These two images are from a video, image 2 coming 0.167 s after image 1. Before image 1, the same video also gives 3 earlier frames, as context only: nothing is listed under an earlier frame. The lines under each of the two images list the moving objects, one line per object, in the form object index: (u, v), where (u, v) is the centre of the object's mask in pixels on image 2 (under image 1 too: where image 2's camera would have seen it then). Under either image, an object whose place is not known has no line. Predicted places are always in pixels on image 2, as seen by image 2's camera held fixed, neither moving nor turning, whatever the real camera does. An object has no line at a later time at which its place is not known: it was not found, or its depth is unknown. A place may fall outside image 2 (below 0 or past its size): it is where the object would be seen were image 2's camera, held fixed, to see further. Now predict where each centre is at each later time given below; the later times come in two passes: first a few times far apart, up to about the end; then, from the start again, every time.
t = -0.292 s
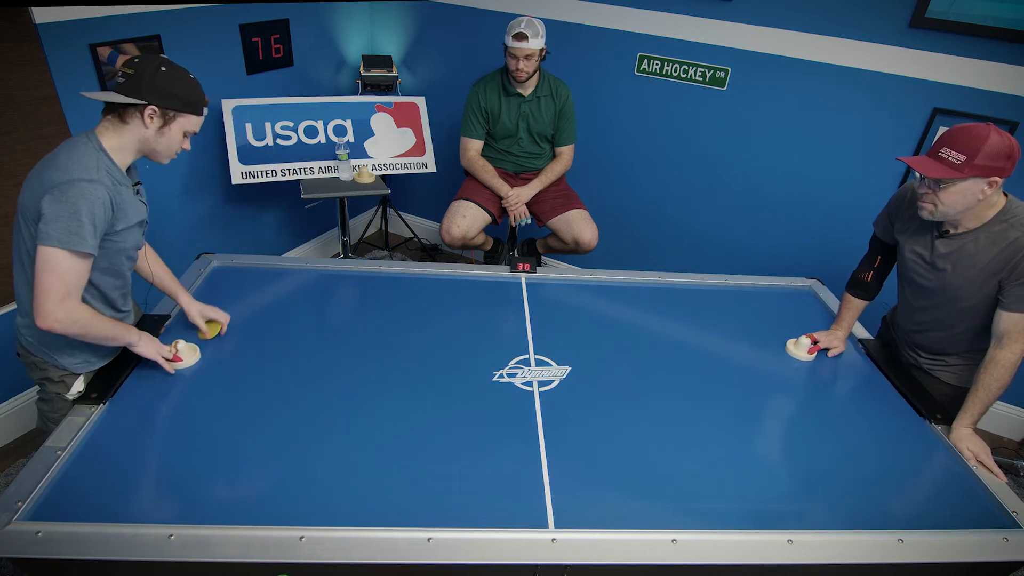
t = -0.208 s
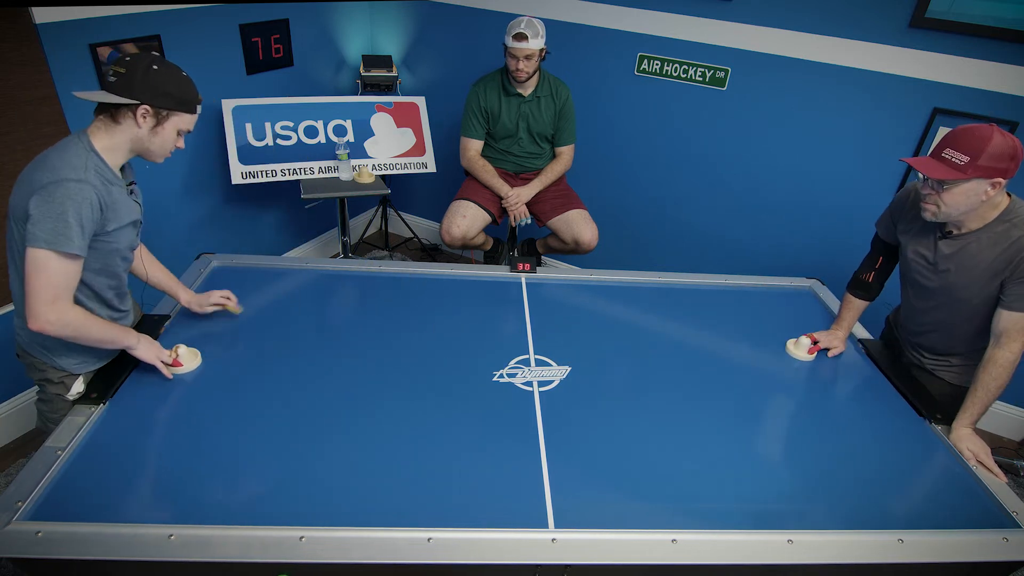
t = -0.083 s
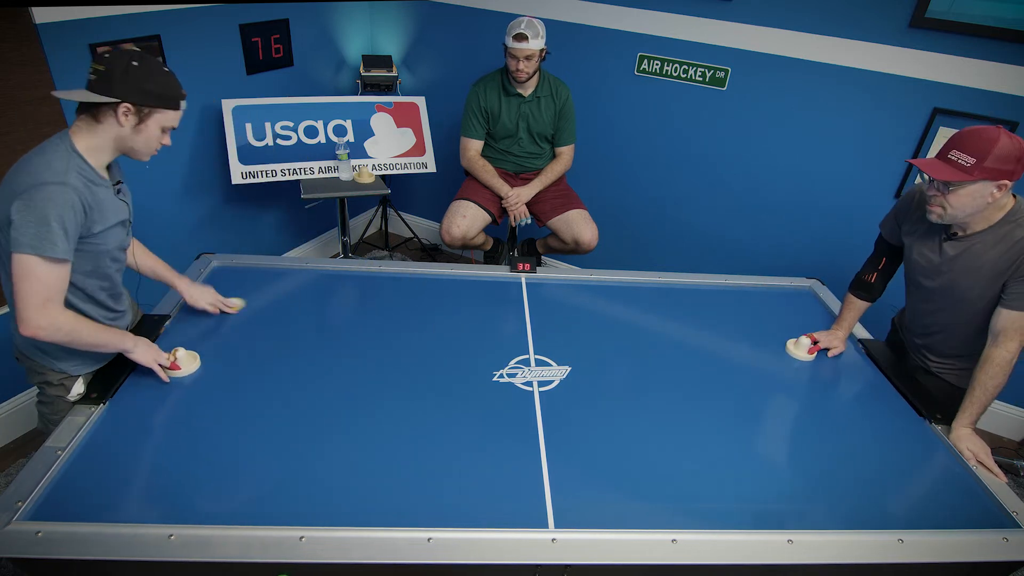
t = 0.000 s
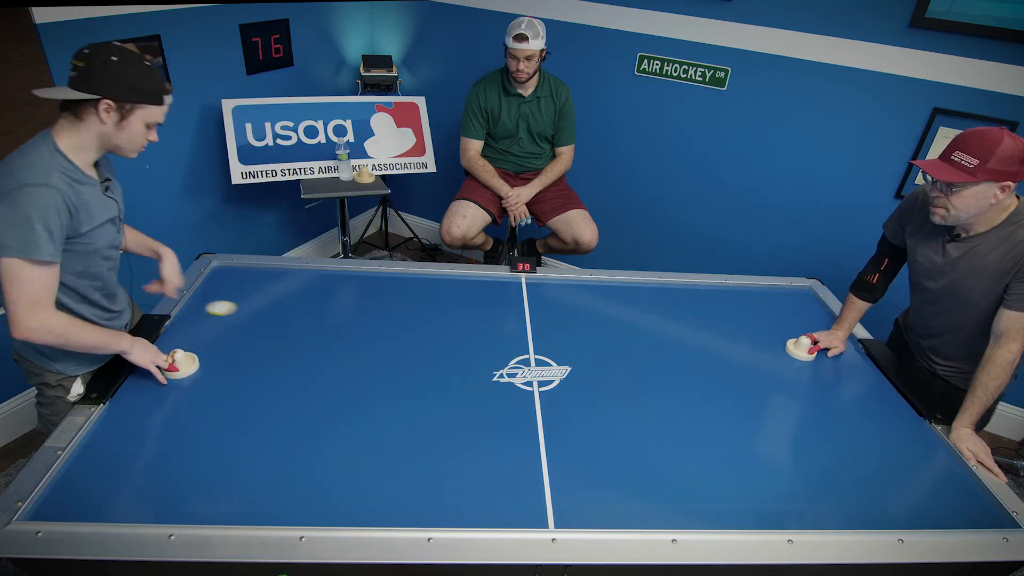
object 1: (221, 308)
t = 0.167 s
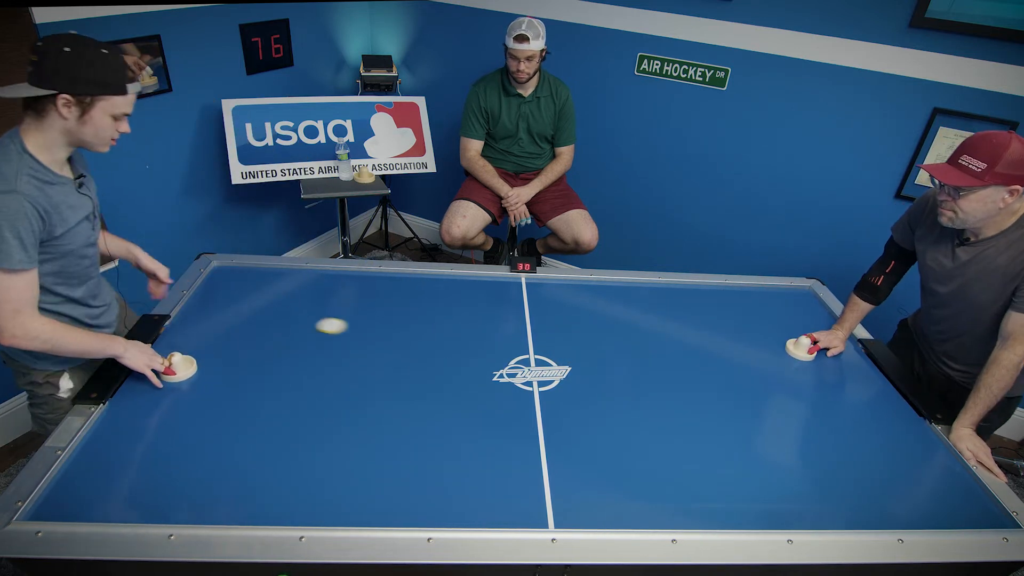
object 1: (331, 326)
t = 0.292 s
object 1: (417, 340)
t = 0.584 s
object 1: (627, 372)
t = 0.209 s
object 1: (360, 331)
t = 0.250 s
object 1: (388, 335)
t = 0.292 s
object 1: (417, 340)
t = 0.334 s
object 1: (446, 344)
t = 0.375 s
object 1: (476, 349)
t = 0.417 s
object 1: (504, 352)
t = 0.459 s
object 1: (535, 357)
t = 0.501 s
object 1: (566, 362)
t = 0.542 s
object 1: (596, 367)
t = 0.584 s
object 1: (627, 372)
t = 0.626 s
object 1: (658, 377)
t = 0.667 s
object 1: (688, 381)
